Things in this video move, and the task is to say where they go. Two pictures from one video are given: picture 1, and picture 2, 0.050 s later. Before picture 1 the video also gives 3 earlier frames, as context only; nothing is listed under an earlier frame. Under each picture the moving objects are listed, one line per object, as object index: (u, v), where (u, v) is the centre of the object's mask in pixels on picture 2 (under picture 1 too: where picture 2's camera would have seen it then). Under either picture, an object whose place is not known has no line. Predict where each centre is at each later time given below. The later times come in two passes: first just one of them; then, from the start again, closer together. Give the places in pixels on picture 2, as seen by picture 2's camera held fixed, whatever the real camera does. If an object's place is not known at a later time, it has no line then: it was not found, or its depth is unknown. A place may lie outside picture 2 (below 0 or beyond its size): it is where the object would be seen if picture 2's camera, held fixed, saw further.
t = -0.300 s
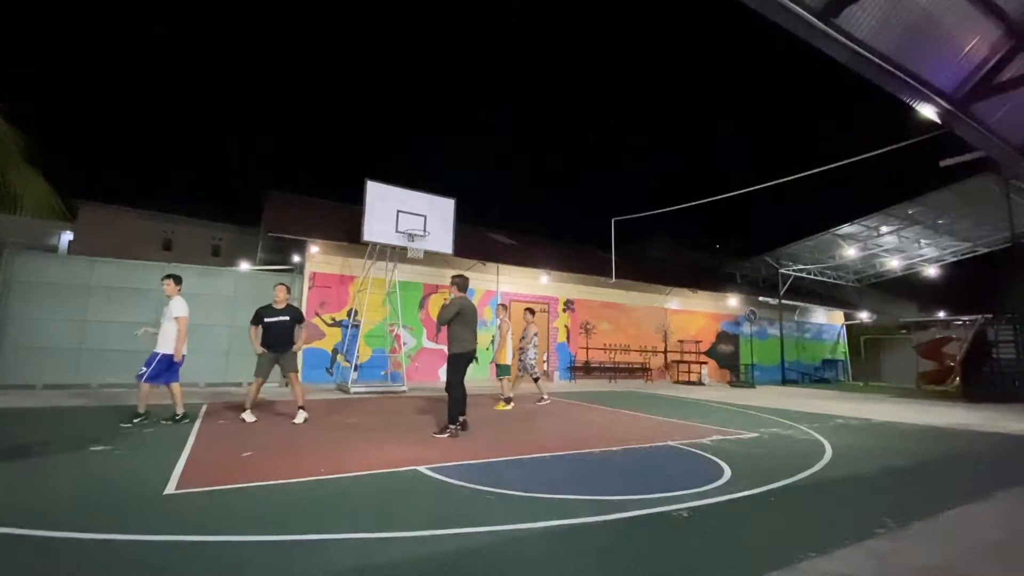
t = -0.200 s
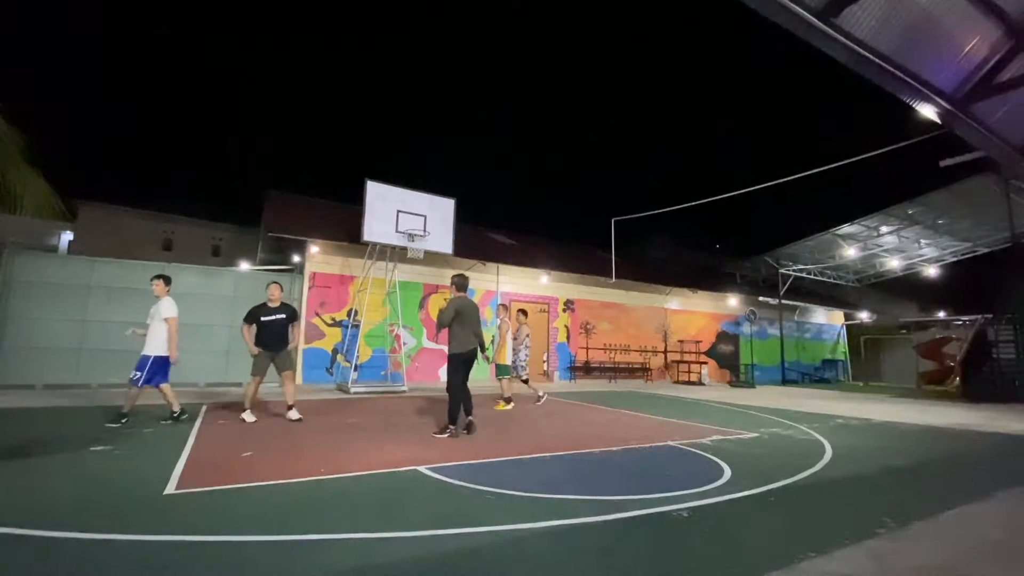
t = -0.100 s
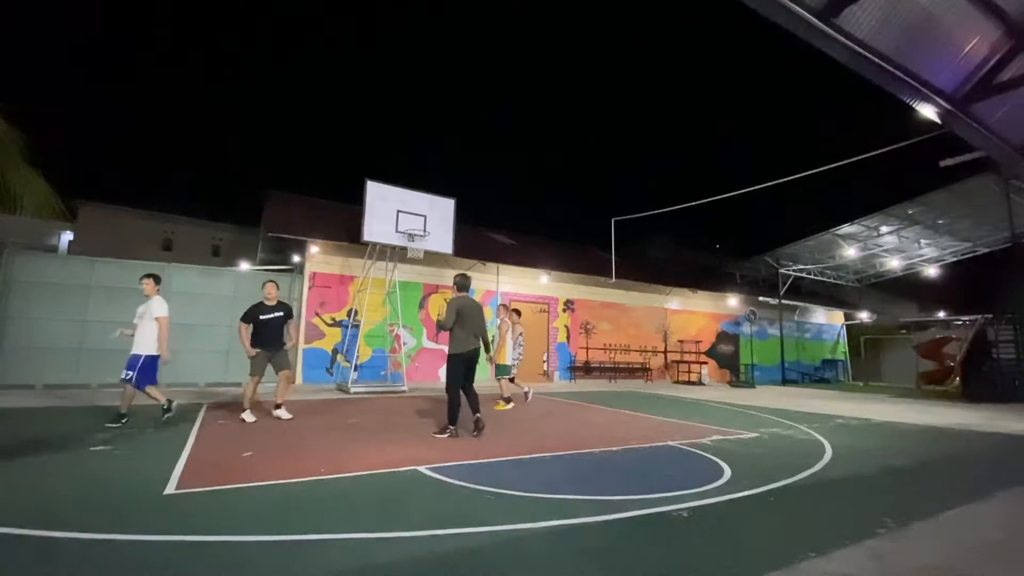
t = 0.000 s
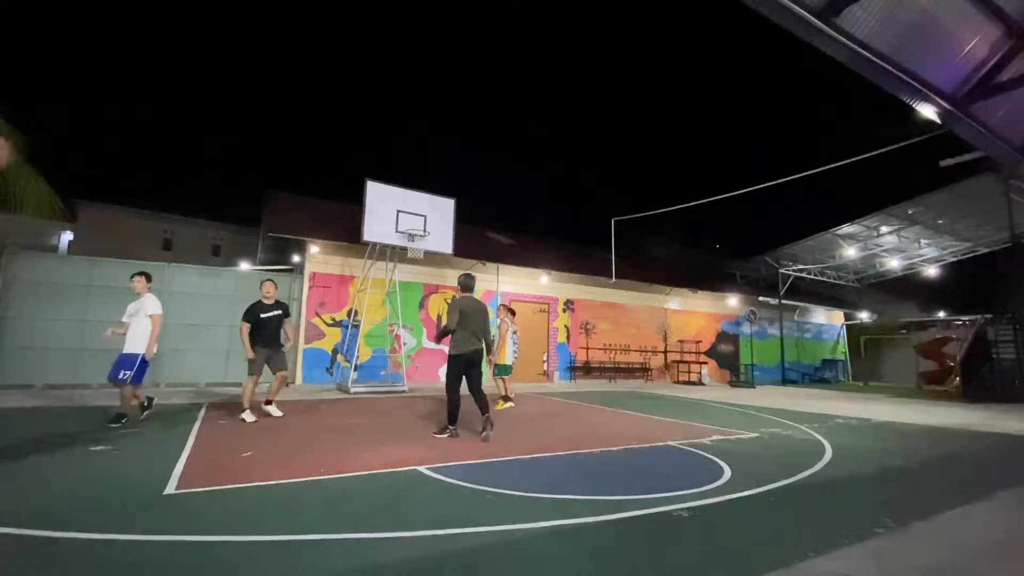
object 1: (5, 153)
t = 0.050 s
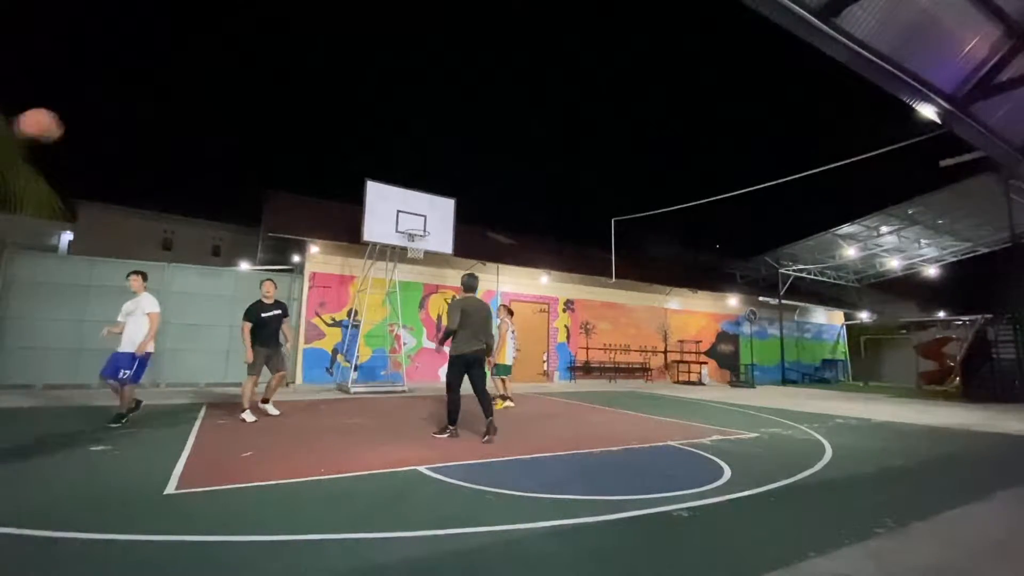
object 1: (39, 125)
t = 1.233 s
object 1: (418, 234)
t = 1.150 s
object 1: (417, 217)
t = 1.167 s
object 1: (420, 222)
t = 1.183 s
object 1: (421, 226)
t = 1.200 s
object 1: (423, 232)
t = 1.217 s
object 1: (420, 234)
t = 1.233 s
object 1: (418, 234)
